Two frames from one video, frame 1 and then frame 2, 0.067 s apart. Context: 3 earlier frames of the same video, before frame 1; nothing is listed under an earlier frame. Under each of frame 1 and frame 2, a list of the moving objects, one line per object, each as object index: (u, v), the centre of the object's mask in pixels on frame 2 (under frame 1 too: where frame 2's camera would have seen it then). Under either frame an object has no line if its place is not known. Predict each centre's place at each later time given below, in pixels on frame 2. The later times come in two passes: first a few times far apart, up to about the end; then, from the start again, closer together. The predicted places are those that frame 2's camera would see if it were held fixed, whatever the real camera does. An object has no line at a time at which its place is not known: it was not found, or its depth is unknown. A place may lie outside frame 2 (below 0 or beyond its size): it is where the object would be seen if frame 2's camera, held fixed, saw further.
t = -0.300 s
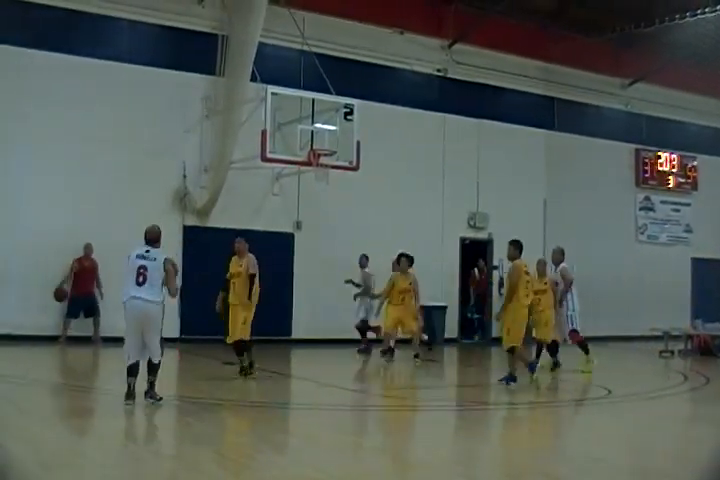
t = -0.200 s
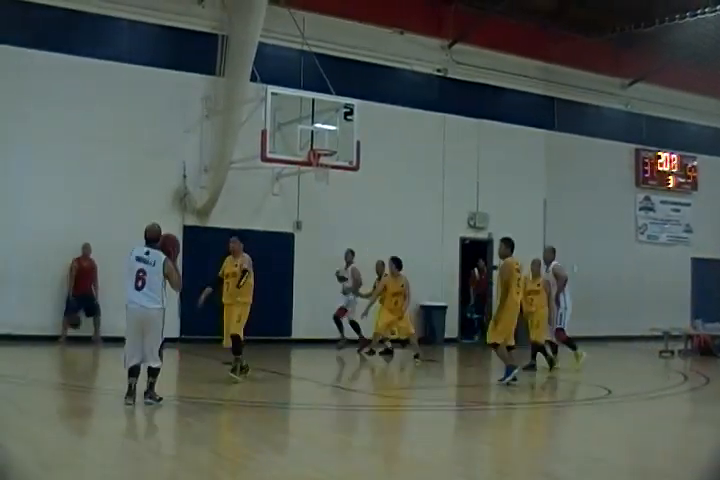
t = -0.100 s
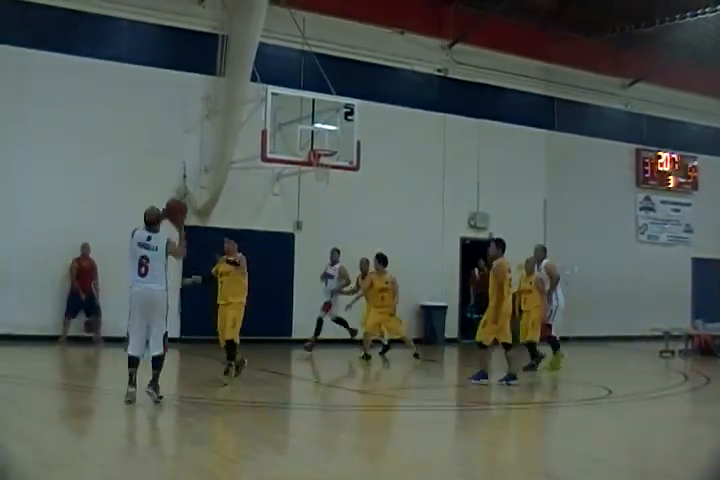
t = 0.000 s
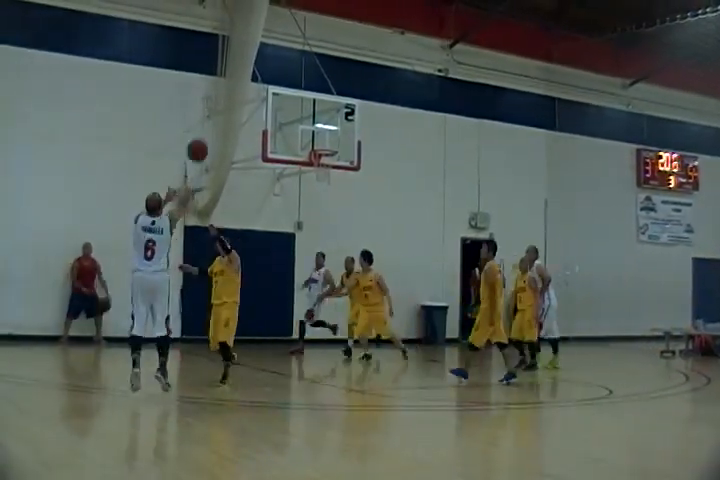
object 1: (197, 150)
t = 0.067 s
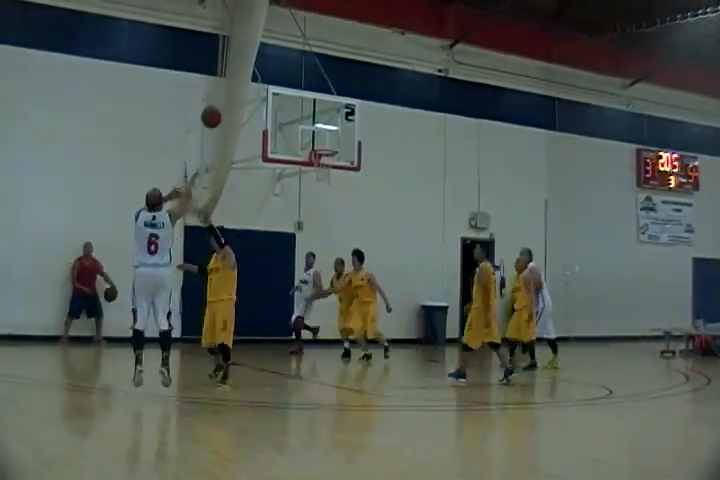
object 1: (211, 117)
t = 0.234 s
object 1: (241, 61)
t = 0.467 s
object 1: (272, 33)
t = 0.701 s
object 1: (295, 48)
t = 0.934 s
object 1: (315, 97)
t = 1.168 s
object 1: (327, 127)
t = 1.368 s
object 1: (334, 81)
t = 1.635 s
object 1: (340, 56)
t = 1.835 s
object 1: (346, 68)
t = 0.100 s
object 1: (217, 103)
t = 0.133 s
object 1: (223, 91)
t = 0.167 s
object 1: (229, 79)
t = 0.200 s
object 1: (234, 70)
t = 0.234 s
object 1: (241, 61)
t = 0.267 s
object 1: (246, 54)
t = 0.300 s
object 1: (249, 48)
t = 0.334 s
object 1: (254, 43)
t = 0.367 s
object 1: (259, 38)
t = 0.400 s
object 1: (264, 36)
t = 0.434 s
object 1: (268, 34)
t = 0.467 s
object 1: (272, 33)
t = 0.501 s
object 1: (276, 33)
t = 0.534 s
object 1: (280, 33)
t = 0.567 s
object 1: (283, 35)
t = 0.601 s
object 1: (287, 38)
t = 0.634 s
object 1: (290, 40)
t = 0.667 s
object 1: (293, 44)
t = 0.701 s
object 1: (295, 48)
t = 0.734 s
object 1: (299, 55)
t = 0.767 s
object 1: (302, 57)
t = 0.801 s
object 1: (304, 64)
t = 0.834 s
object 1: (308, 70)
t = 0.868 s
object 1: (311, 75)
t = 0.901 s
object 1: (312, 88)
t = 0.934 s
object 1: (315, 97)
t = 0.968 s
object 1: (316, 106)
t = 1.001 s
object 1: (319, 117)
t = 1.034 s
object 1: (320, 127)
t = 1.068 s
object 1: (322, 137)
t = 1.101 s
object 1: (325, 146)
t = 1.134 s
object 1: (325, 137)
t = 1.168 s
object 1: (327, 127)
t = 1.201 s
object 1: (328, 118)
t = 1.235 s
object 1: (329, 109)
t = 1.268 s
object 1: (330, 101)
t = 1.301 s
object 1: (331, 92)
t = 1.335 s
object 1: (332, 86)
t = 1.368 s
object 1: (334, 81)
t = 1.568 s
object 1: (339, 56)
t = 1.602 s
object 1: (339, 56)
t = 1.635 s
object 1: (340, 56)
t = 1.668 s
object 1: (341, 55)
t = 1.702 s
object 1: (341, 56)
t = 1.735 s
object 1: (343, 57)
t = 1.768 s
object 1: (345, 60)
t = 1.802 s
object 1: (346, 63)
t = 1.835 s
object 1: (346, 68)
